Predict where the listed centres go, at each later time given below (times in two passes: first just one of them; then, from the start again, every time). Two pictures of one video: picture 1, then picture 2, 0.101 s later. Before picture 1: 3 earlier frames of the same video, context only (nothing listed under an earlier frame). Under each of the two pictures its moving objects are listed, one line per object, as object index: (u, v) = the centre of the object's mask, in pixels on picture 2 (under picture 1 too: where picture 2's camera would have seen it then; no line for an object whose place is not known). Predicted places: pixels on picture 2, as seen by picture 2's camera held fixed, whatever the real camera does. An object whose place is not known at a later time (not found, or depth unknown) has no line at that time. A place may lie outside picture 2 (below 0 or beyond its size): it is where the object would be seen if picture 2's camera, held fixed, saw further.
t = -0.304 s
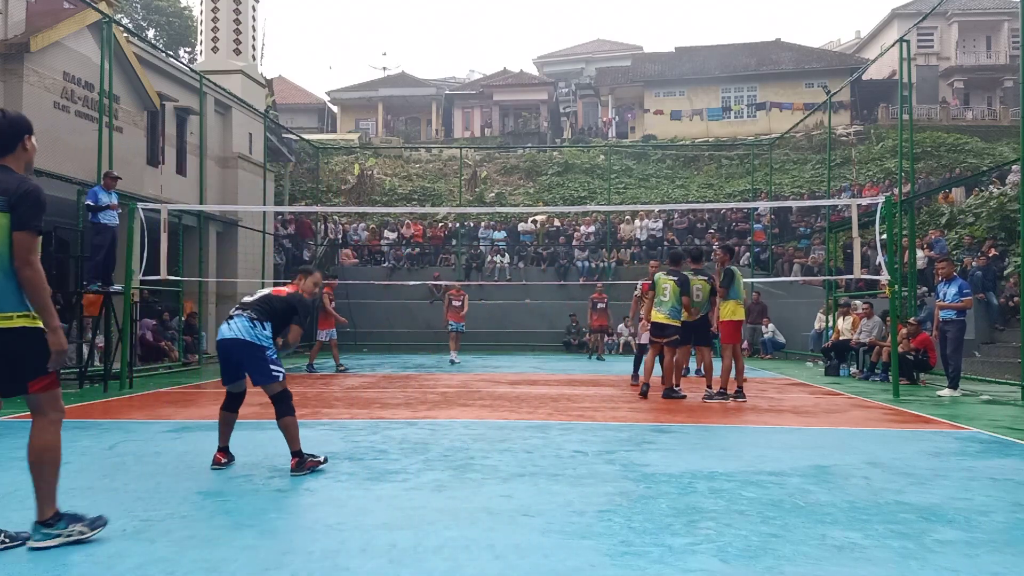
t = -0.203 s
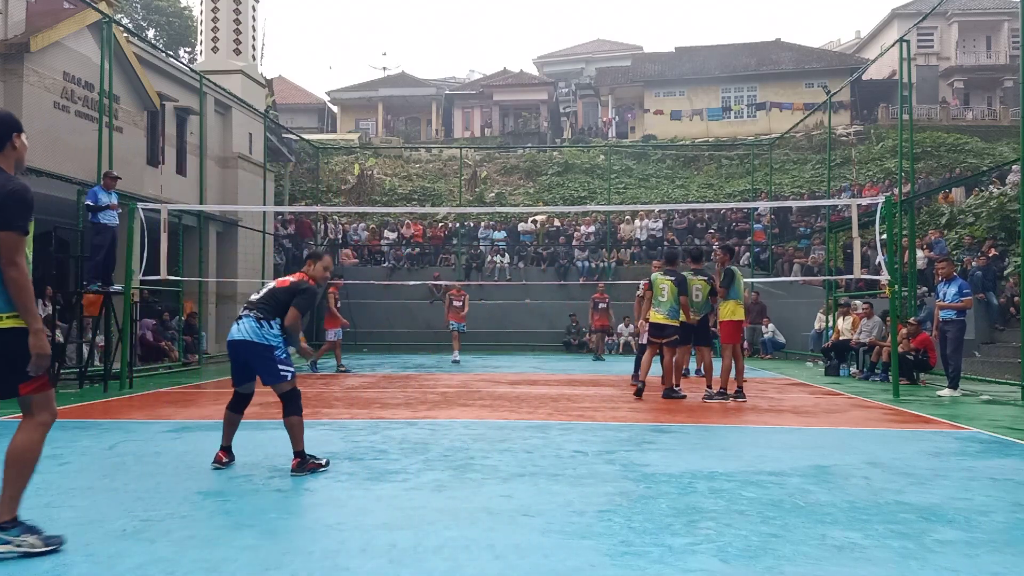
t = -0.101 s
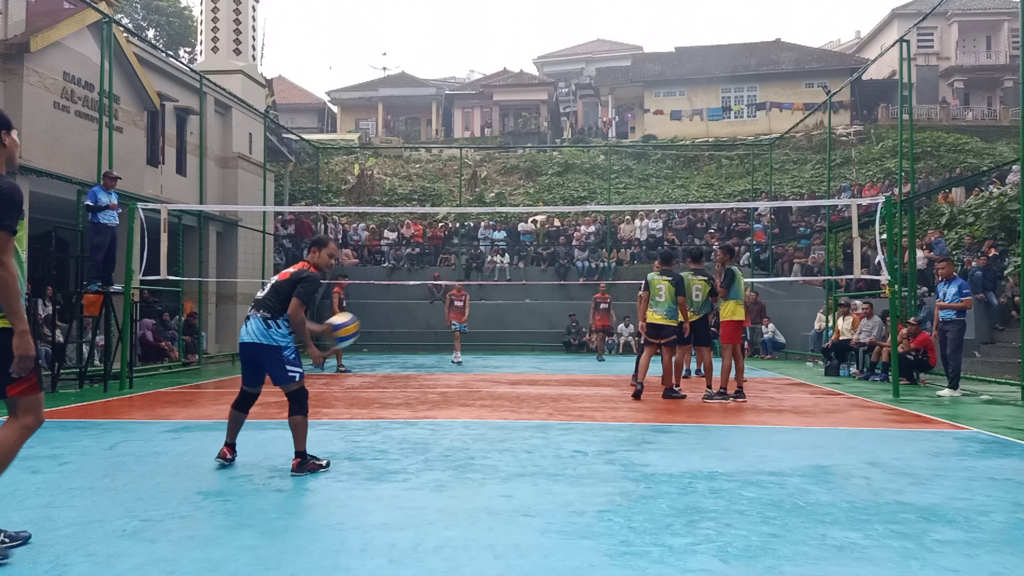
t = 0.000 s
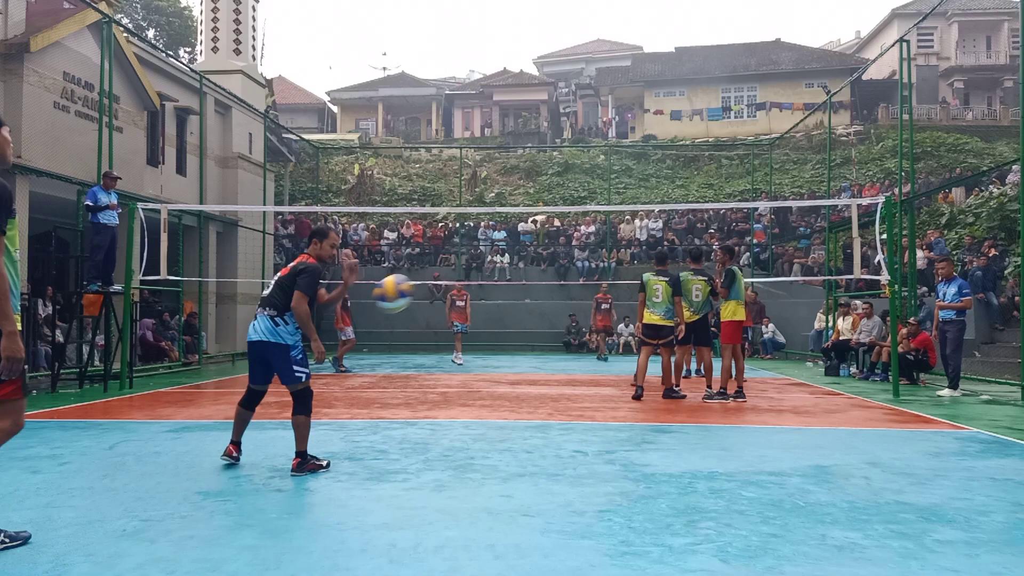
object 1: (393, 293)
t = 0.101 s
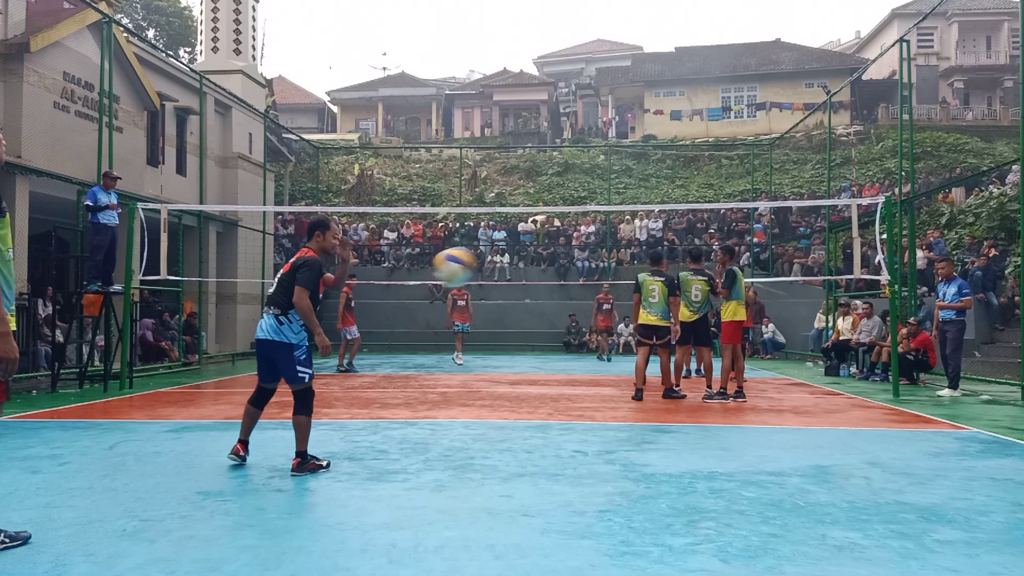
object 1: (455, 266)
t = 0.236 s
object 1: (557, 256)
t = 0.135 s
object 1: (477, 261)
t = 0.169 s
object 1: (503, 257)
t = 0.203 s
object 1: (529, 253)
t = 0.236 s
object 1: (557, 256)
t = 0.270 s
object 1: (586, 258)
